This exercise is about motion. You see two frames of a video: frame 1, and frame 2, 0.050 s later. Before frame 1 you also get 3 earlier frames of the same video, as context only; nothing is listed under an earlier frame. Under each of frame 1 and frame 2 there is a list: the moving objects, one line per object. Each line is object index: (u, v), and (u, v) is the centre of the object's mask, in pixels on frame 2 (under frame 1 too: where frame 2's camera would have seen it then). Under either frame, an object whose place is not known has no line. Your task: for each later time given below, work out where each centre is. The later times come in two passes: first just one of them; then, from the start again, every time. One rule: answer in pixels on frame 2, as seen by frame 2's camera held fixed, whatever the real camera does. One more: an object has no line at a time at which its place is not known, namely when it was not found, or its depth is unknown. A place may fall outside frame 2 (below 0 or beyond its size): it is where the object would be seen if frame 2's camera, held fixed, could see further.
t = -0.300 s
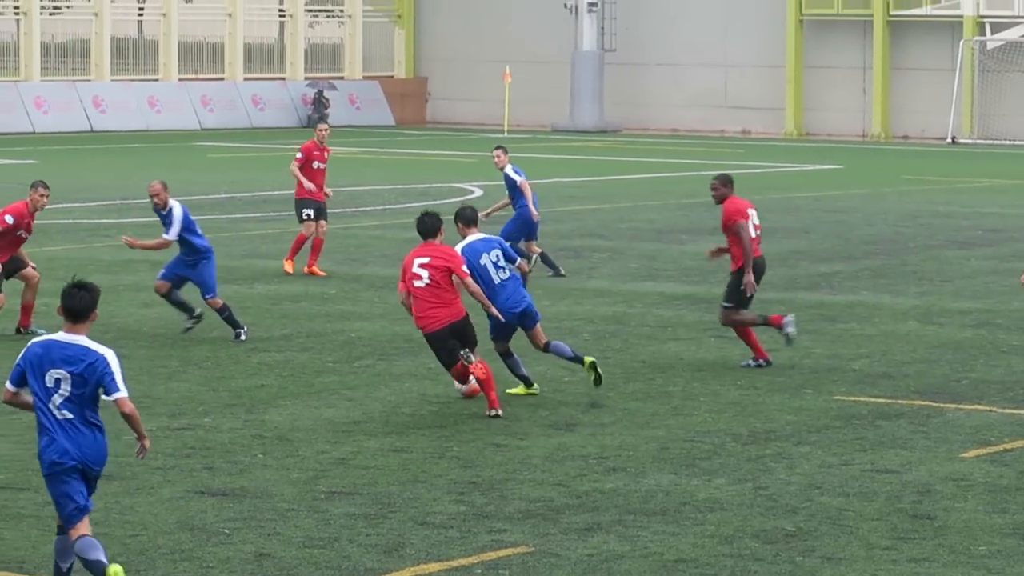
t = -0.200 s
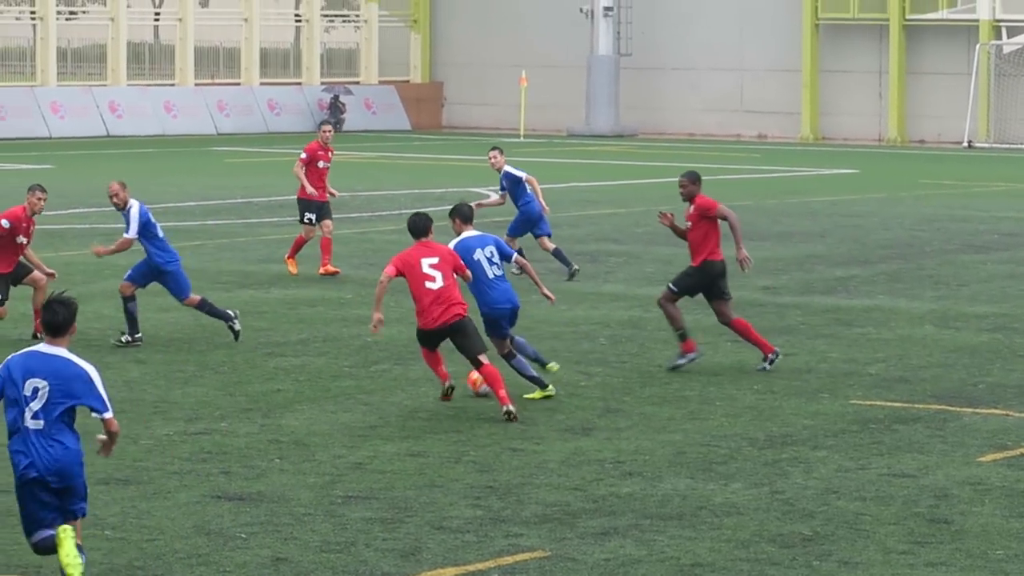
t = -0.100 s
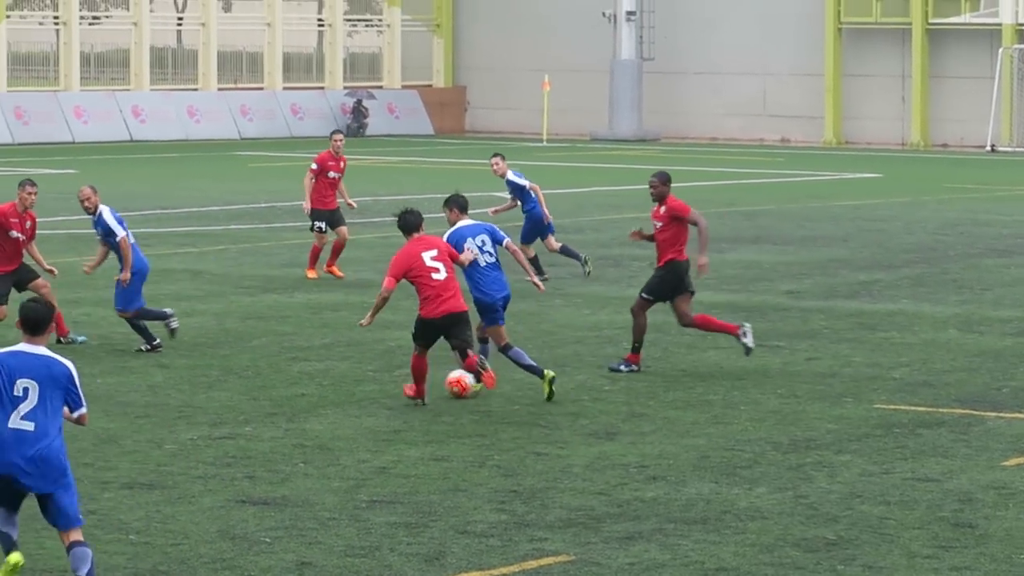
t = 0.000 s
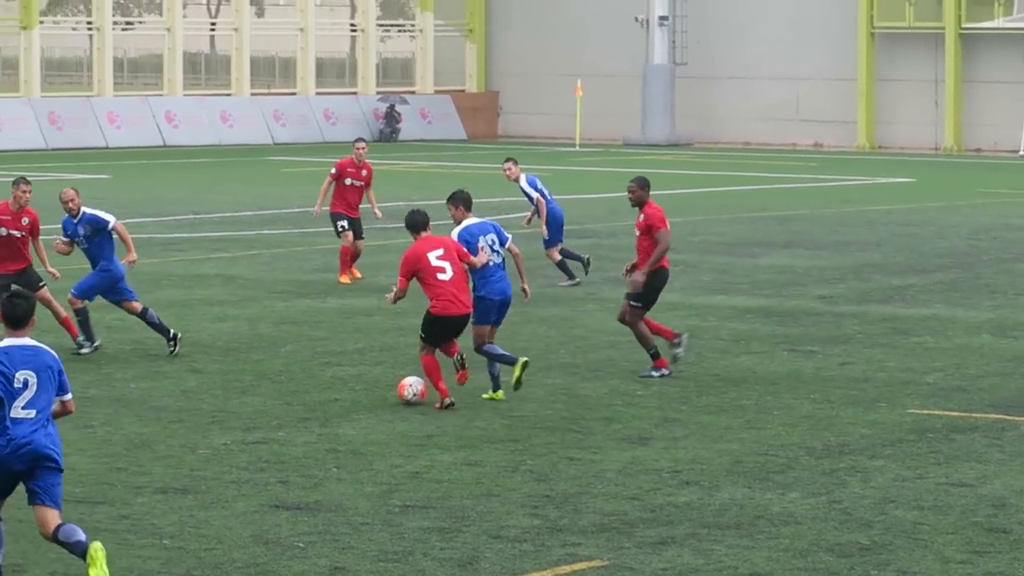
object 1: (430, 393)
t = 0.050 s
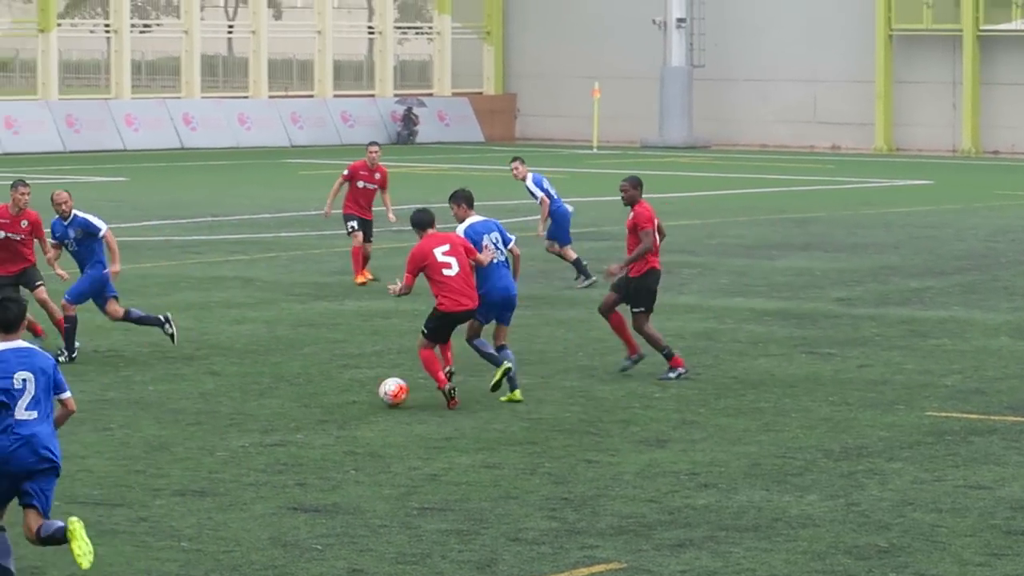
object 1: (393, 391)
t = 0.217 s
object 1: (272, 395)
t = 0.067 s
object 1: (380, 392)
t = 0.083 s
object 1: (367, 392)
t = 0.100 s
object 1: (355, 394)
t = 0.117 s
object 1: (343, 394)
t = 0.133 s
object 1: (331, 394)
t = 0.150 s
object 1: (318, 394)
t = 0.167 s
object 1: (308, 393)
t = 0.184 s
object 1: (295, 394)
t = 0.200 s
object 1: (284, 394)
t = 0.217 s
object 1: (272, 395)
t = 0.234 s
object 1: (259, 395)
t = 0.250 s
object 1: (249, 395)
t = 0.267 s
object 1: (238, 394)
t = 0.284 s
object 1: (227, 393)
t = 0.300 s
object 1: (216, 393)
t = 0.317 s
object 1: (205, 394)
